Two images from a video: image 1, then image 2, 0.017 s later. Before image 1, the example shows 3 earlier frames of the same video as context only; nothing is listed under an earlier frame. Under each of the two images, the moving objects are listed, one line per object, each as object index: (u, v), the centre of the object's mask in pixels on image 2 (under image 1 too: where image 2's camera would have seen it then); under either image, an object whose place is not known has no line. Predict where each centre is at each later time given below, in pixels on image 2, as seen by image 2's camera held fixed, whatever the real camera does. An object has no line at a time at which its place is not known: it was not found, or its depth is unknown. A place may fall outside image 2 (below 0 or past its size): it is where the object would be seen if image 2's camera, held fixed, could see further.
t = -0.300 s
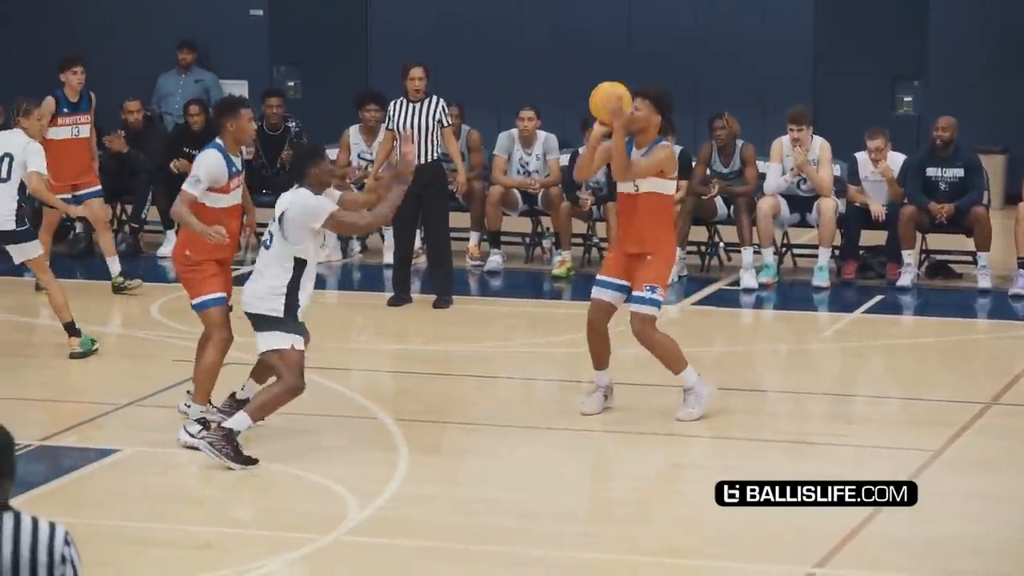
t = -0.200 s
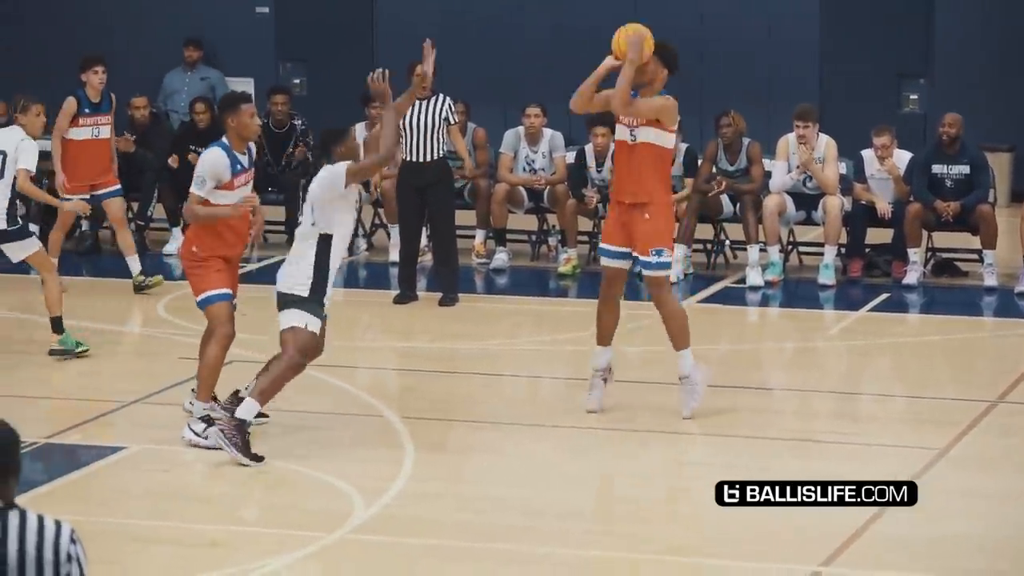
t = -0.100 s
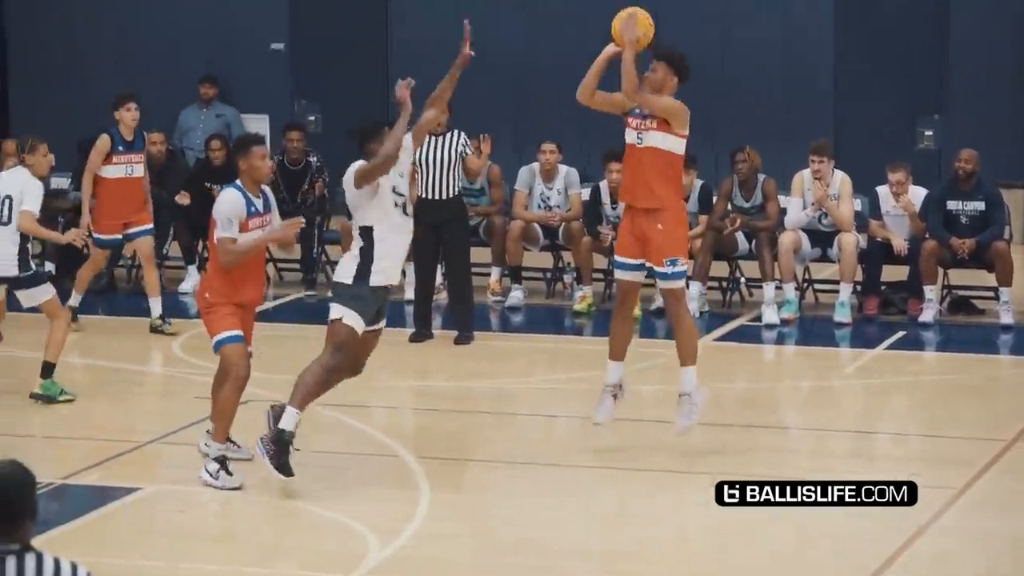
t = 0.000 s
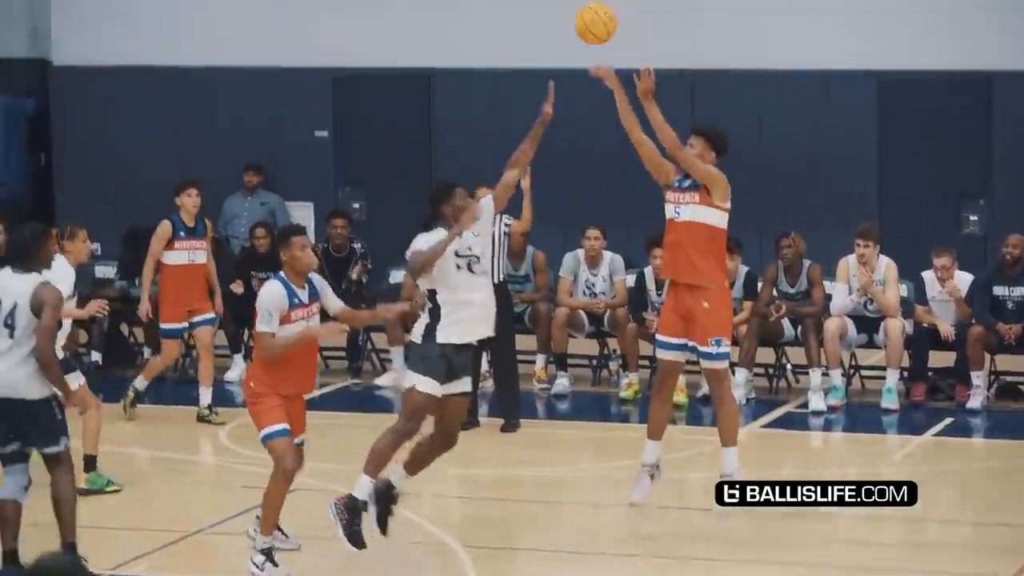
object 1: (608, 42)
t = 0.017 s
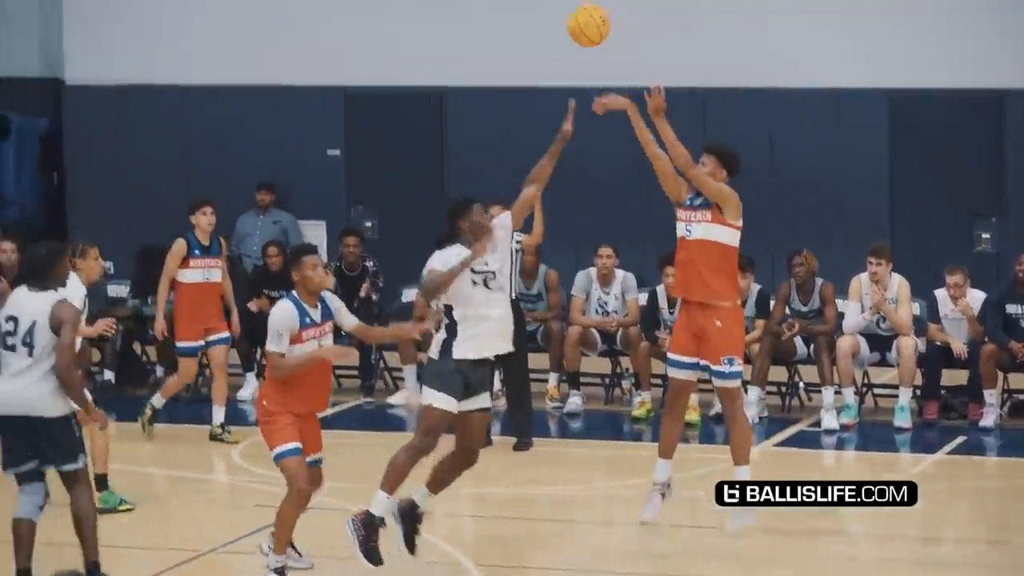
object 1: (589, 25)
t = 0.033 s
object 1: (570, 9)
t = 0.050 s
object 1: (550, -7)
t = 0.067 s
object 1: (532, -22)
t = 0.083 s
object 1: (514, -36)
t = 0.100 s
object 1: (497, -50)
